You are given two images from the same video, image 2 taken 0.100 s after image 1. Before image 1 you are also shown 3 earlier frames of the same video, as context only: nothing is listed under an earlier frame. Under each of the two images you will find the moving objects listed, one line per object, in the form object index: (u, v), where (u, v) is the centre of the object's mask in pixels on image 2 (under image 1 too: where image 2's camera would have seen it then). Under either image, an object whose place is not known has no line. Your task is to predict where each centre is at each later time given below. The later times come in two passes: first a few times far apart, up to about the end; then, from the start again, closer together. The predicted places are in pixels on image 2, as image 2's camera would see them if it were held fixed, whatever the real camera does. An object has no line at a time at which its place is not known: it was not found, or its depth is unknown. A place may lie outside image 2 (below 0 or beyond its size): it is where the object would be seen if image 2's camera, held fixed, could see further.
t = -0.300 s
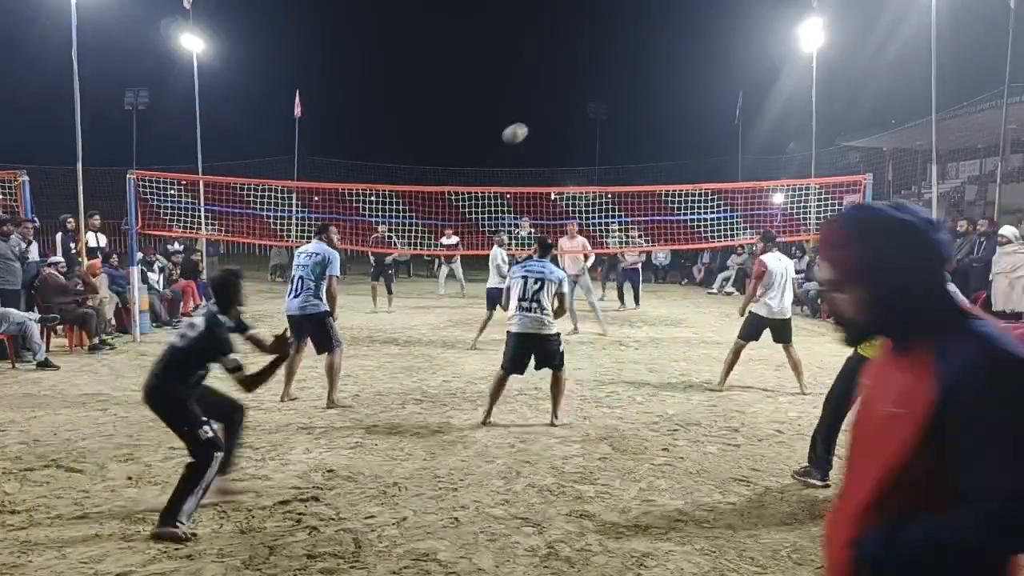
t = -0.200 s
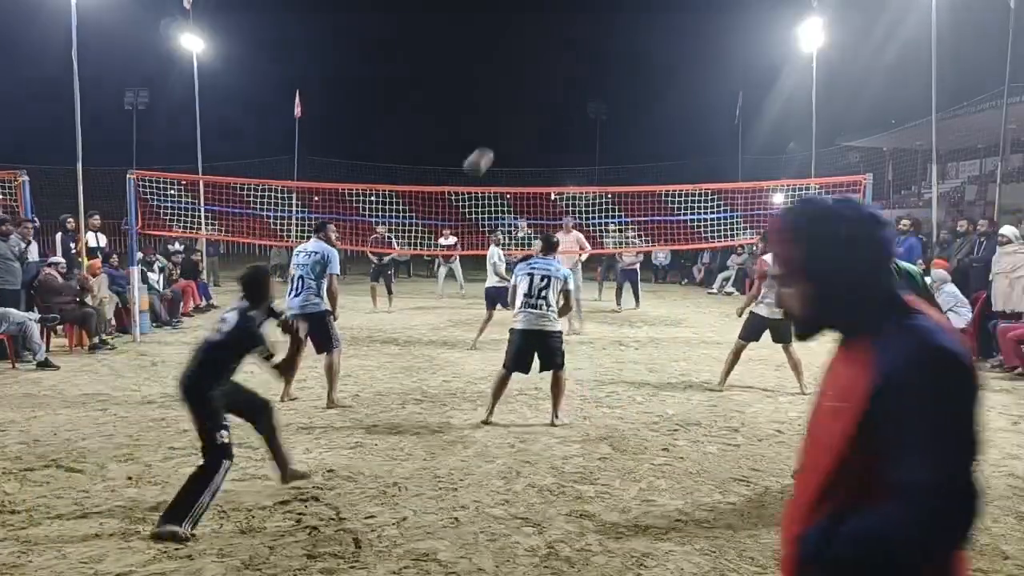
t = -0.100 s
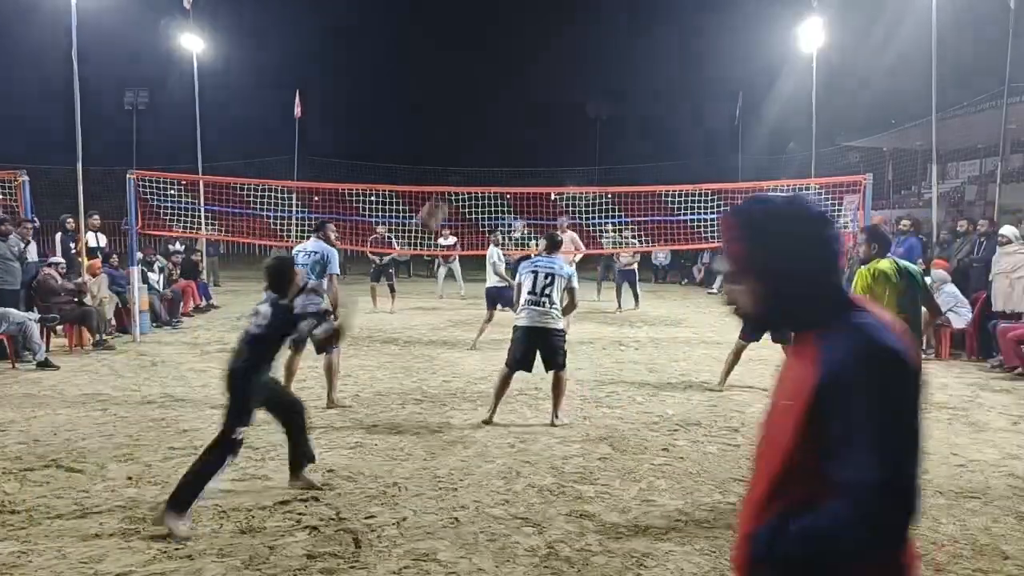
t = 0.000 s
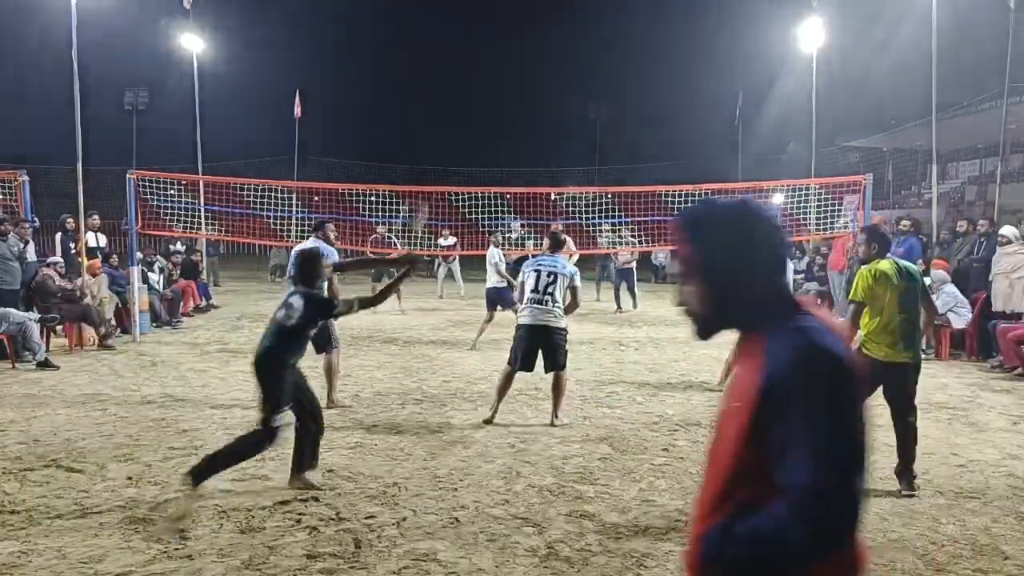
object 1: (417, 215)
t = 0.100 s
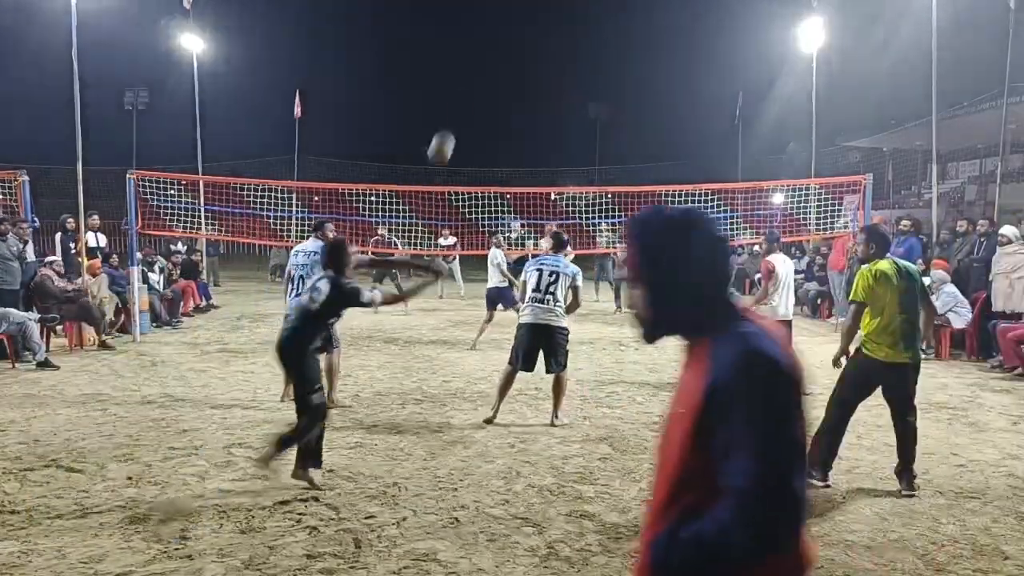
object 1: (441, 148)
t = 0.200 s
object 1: (460, 106)
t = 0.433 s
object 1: (483, 73)
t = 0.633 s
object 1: (490, 84)
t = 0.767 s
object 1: (492, 103)
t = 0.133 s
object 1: (448, 132)
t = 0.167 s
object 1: (455, 118)
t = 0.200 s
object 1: (460, 106)
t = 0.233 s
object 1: (465, 98)
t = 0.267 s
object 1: (469, 89)
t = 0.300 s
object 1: (472, 84)
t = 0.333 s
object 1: (476, 80)
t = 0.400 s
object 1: (481, 74)
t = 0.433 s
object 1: (483, 73)
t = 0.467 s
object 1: (485, 73)
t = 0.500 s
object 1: (487, 74)
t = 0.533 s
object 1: (488, 76)
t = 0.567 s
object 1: (488, 78)
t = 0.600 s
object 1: (489, 81)
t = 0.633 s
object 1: (490, 84)
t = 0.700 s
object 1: (491, 92)
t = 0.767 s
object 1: (492, 103)
